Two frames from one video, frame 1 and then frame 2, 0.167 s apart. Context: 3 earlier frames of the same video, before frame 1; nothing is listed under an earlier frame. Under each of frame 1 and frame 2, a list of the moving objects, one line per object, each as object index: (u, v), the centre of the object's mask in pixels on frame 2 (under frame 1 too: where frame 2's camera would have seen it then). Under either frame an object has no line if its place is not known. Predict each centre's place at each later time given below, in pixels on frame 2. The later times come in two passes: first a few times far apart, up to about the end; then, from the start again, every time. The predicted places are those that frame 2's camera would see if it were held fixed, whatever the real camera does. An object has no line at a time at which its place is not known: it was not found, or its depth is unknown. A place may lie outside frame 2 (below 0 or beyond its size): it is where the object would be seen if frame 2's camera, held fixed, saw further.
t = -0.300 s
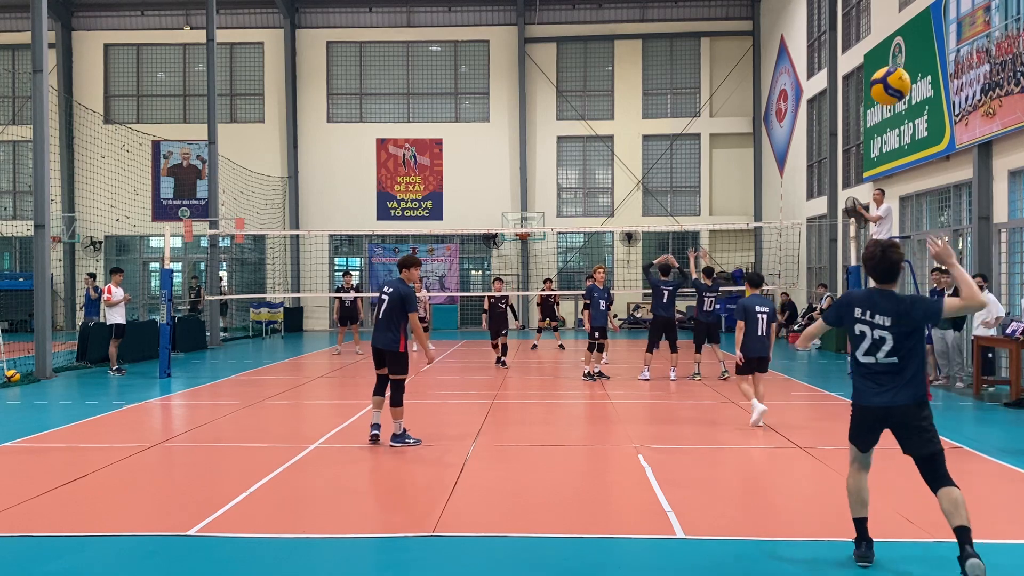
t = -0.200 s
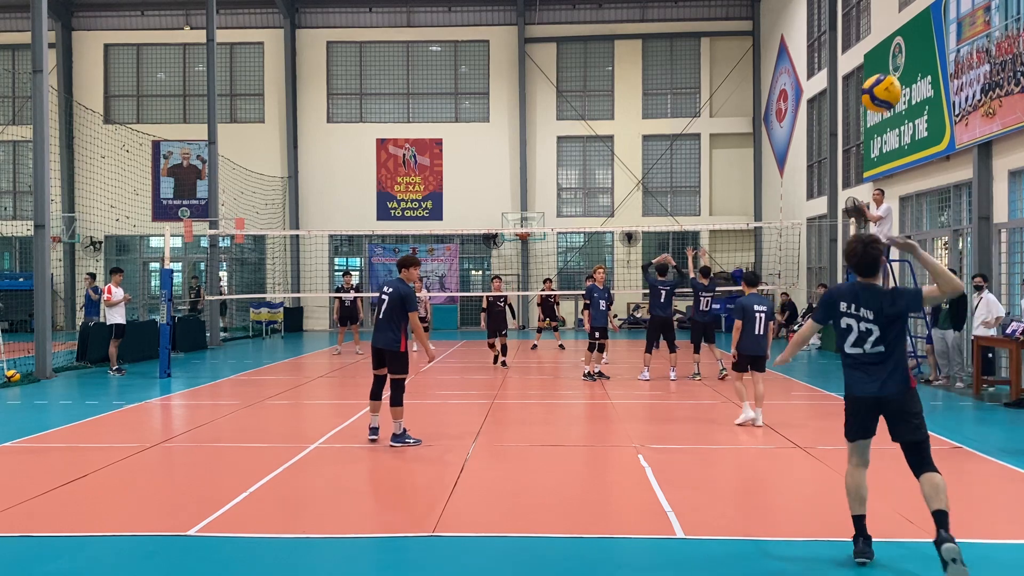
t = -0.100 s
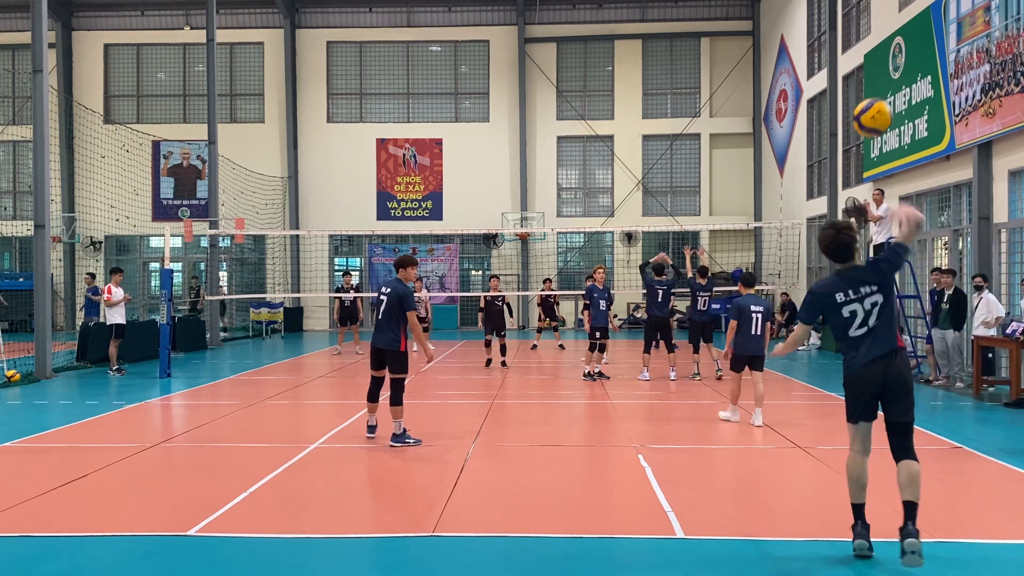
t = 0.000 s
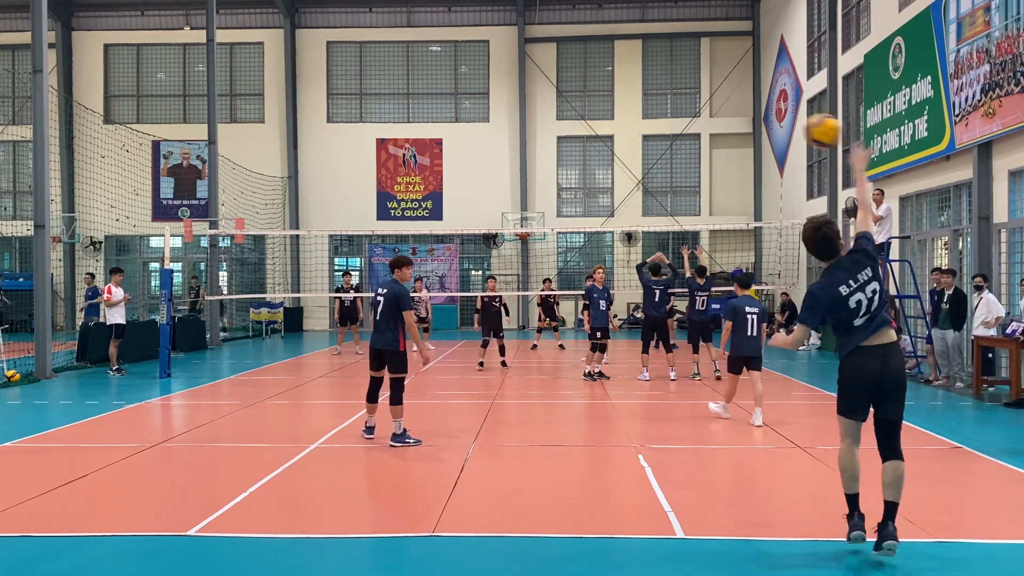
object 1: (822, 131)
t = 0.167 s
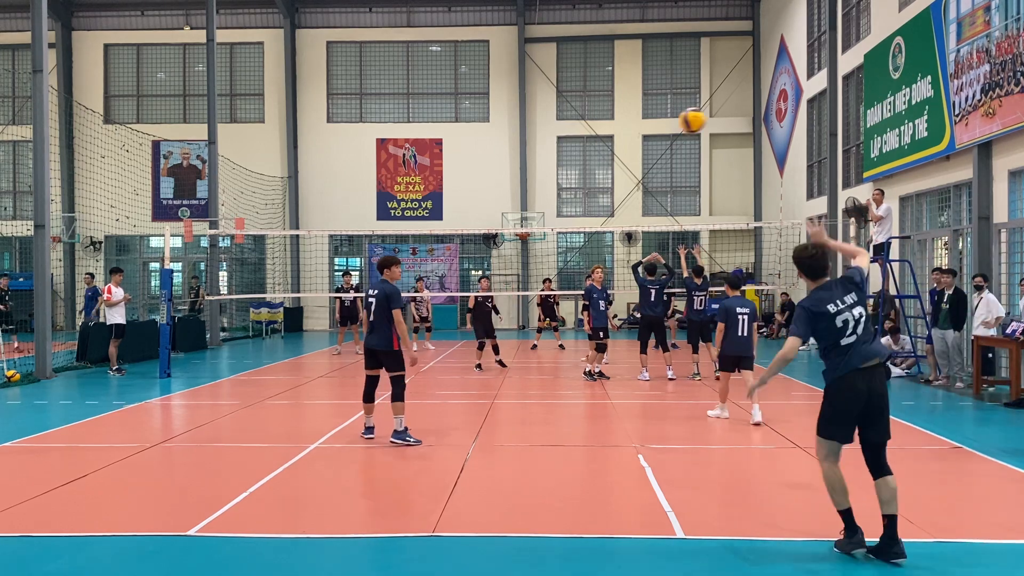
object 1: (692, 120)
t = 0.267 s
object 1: (643, 127)
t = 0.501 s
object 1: (574, 158)
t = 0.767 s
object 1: (531, 219)
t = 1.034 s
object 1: (514, 282)
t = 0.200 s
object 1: (674, 122)
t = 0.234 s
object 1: (658, 124)
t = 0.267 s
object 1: (643, 127)
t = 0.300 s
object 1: (630, 130)
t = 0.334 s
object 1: (619, 135)
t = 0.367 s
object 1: (608, 138)
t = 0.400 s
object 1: (597, 143)
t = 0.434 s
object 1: (588, 147)
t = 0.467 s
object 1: (580, 153)
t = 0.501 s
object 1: (574, 158)
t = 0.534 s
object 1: (566, 165)
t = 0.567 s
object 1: (560, 171)
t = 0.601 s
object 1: (555, 178)
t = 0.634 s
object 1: (549, 185)
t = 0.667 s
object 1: (544, 193)
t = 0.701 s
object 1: (540, 202)
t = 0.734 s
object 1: (535, 210)
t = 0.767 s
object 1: (531, 219)
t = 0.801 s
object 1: (527, 228)
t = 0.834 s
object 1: (525, 235)
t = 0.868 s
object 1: (523, 242)
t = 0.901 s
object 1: (522, 249)
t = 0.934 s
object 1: (519, 258)
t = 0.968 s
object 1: (517, 265)
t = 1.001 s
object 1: (515, 274)
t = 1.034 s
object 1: (514, 282)
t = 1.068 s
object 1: (513, 286)
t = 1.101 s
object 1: (512, 289)
